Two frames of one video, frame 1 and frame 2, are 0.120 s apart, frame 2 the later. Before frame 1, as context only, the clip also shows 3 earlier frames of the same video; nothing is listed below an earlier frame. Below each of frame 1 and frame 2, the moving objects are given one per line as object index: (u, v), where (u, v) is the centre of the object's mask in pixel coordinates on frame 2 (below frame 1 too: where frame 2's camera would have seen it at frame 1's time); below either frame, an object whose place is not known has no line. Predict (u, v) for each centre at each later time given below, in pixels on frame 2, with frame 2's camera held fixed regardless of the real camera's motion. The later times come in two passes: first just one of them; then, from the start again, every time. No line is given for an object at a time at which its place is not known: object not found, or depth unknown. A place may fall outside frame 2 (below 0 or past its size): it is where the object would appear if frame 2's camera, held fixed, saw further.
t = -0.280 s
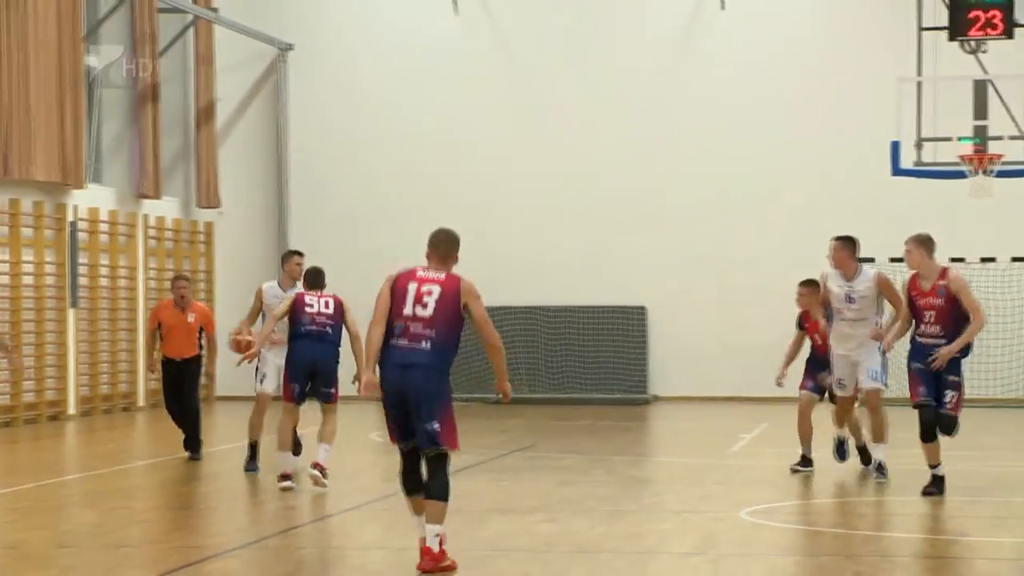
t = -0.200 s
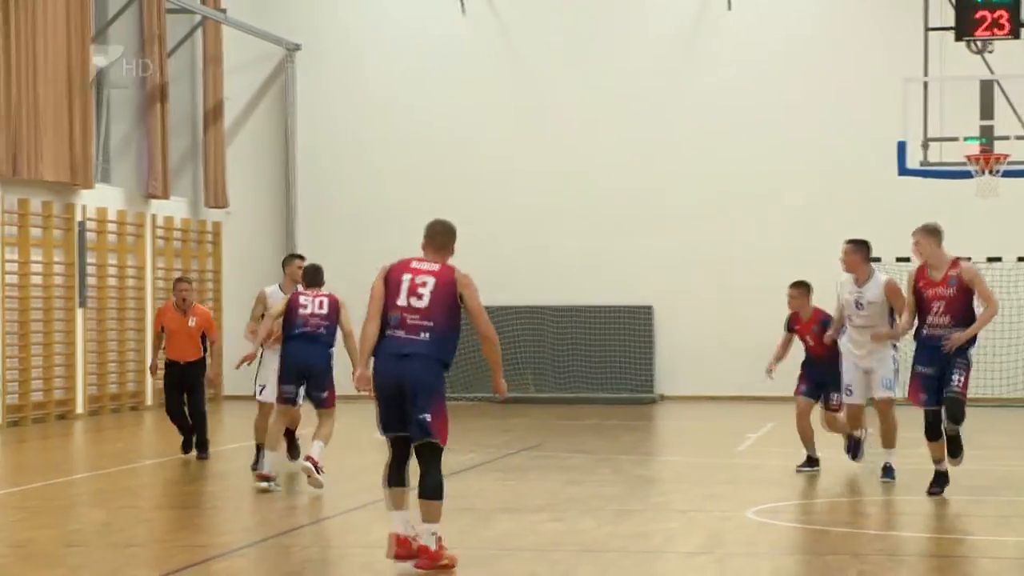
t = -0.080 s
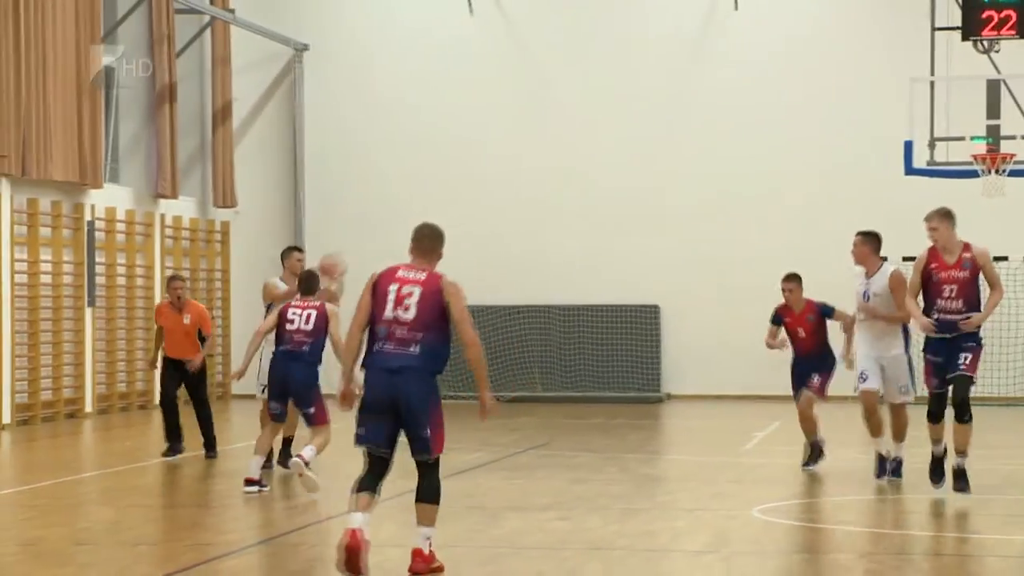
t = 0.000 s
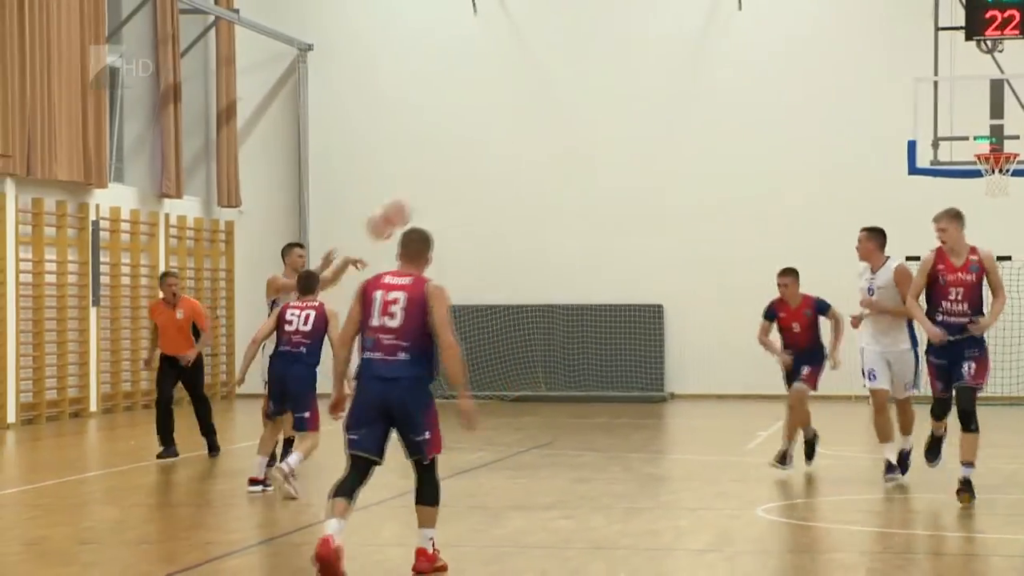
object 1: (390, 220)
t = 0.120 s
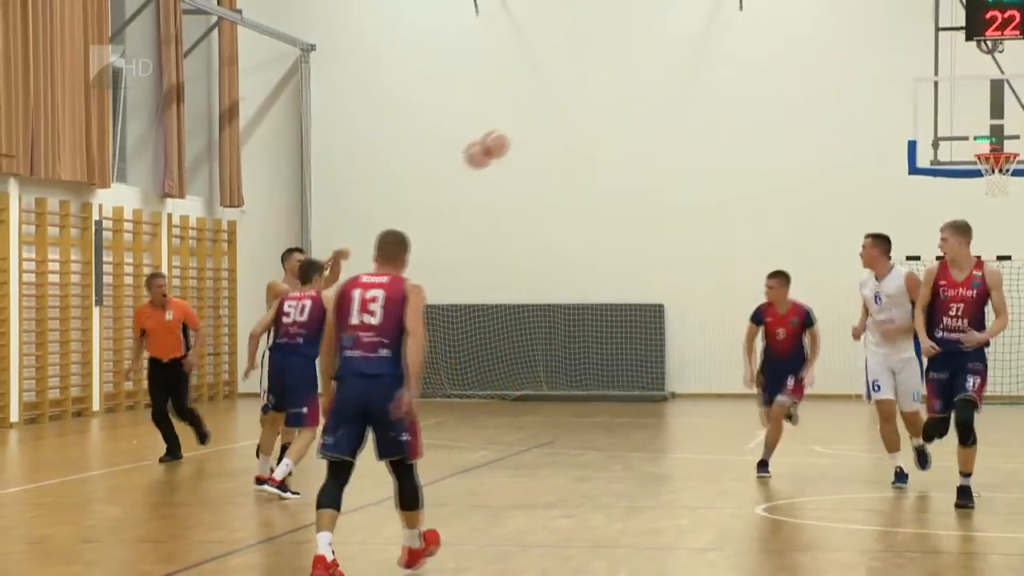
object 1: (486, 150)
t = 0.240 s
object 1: (585, 93)
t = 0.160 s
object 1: (519, 129)
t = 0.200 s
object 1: (552, 110)
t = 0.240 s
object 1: (585, 93)
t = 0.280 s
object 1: (619, 77)
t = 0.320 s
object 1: (653, 62)
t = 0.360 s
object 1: (688, 49)
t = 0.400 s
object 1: (723, 37)
